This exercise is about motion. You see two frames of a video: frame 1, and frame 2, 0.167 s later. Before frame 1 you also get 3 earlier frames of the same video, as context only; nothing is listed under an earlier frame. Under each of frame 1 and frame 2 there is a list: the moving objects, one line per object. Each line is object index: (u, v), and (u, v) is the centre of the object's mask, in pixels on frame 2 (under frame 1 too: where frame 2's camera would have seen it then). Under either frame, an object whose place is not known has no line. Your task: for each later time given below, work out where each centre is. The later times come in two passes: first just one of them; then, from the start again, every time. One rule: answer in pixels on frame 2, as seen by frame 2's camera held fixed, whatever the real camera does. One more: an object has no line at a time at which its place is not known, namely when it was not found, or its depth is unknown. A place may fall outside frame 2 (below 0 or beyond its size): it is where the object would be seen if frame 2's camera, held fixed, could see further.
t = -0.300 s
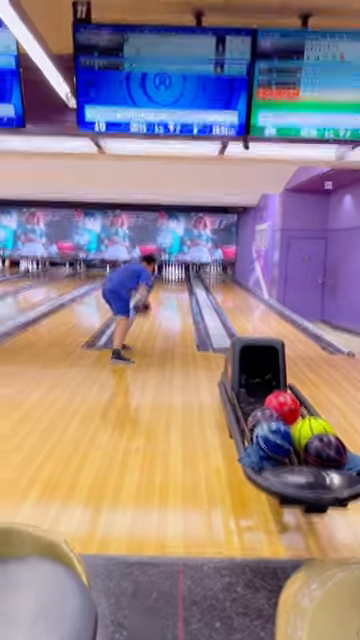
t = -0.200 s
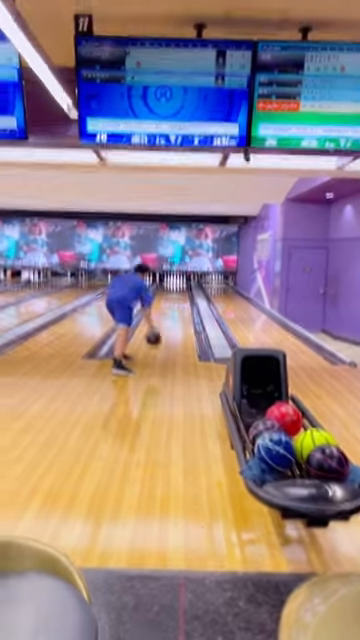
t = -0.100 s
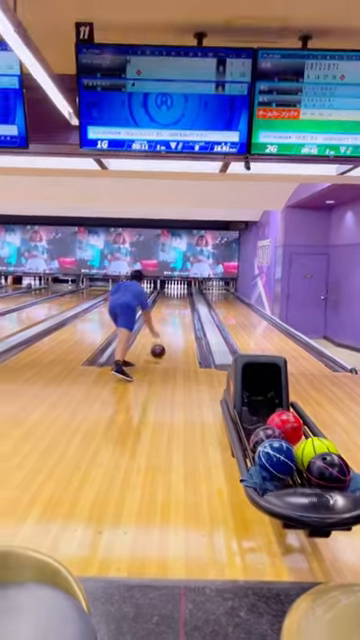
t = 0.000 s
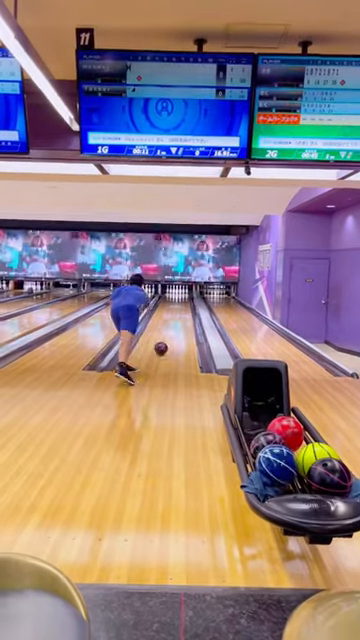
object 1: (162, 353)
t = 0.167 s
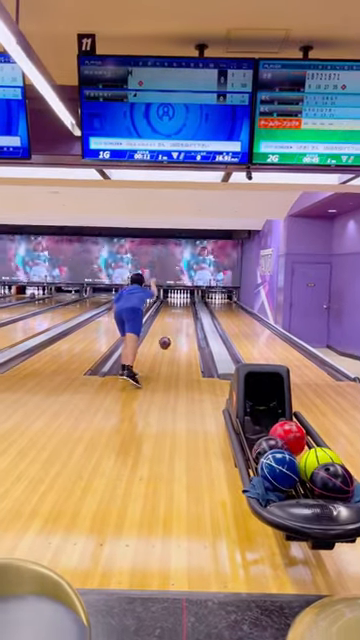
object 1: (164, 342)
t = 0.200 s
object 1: (165, 341)
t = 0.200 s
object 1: (165, 341)
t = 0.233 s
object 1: (165, 339)
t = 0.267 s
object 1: (165, 337)
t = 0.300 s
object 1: (166, 336)
